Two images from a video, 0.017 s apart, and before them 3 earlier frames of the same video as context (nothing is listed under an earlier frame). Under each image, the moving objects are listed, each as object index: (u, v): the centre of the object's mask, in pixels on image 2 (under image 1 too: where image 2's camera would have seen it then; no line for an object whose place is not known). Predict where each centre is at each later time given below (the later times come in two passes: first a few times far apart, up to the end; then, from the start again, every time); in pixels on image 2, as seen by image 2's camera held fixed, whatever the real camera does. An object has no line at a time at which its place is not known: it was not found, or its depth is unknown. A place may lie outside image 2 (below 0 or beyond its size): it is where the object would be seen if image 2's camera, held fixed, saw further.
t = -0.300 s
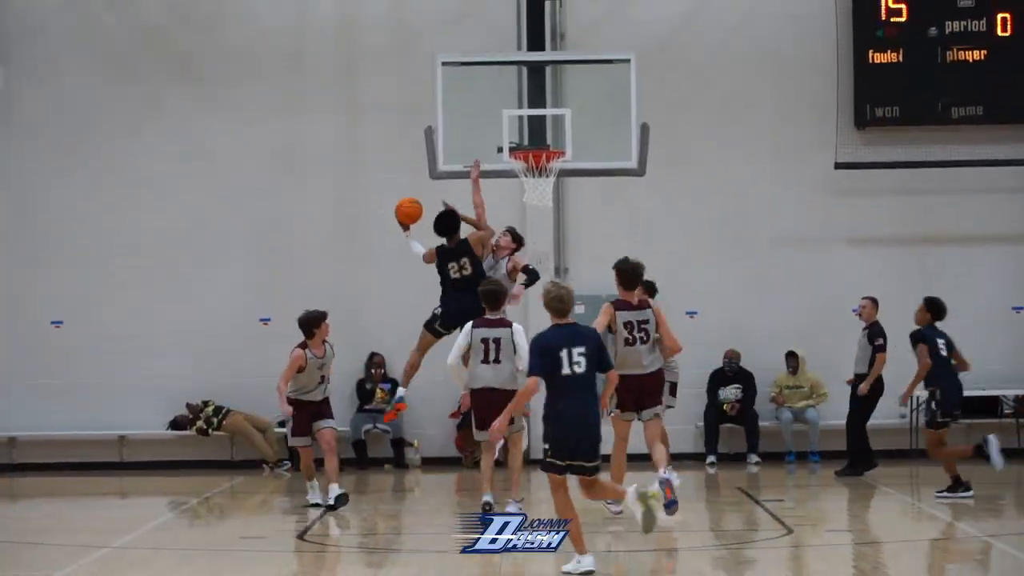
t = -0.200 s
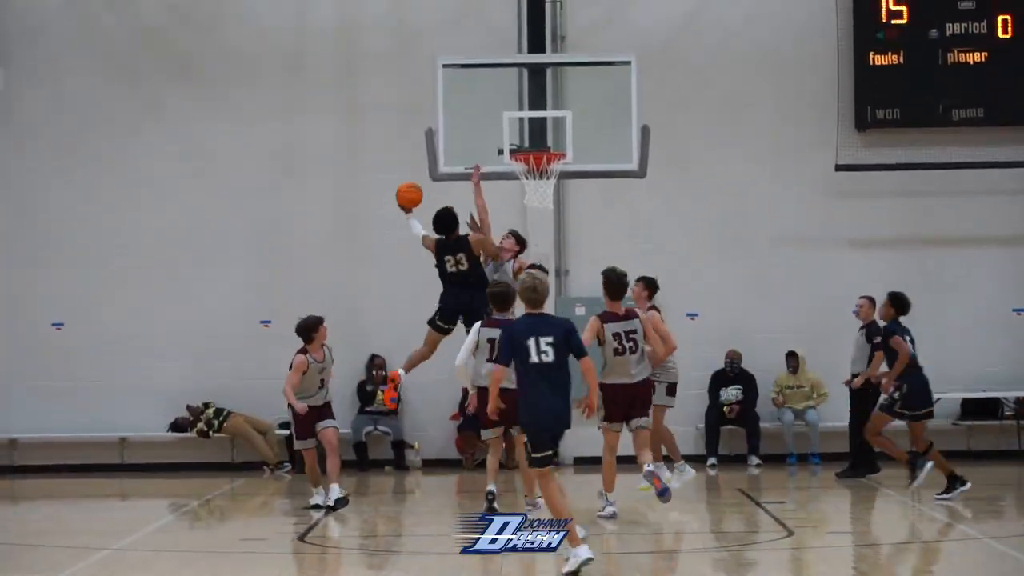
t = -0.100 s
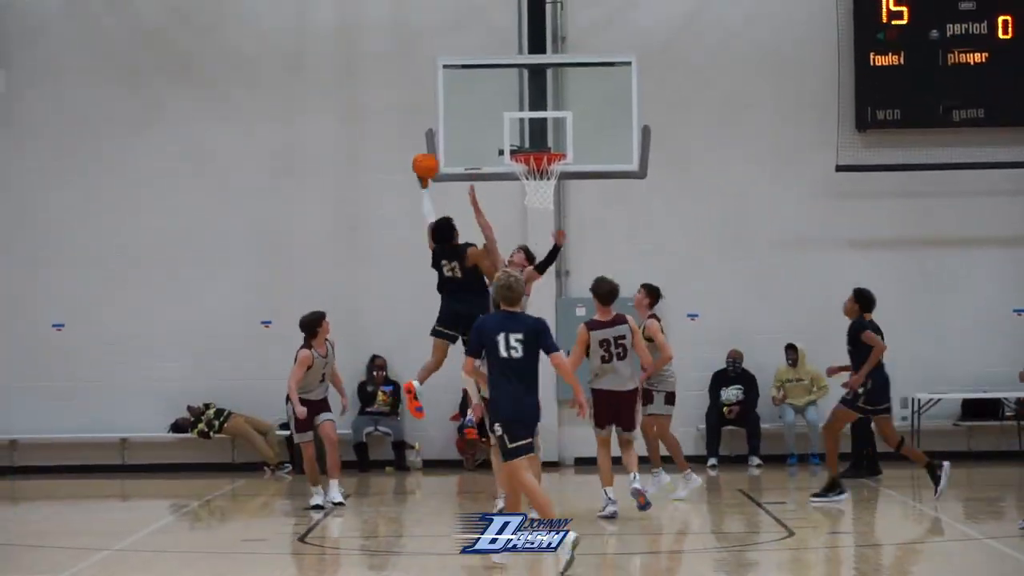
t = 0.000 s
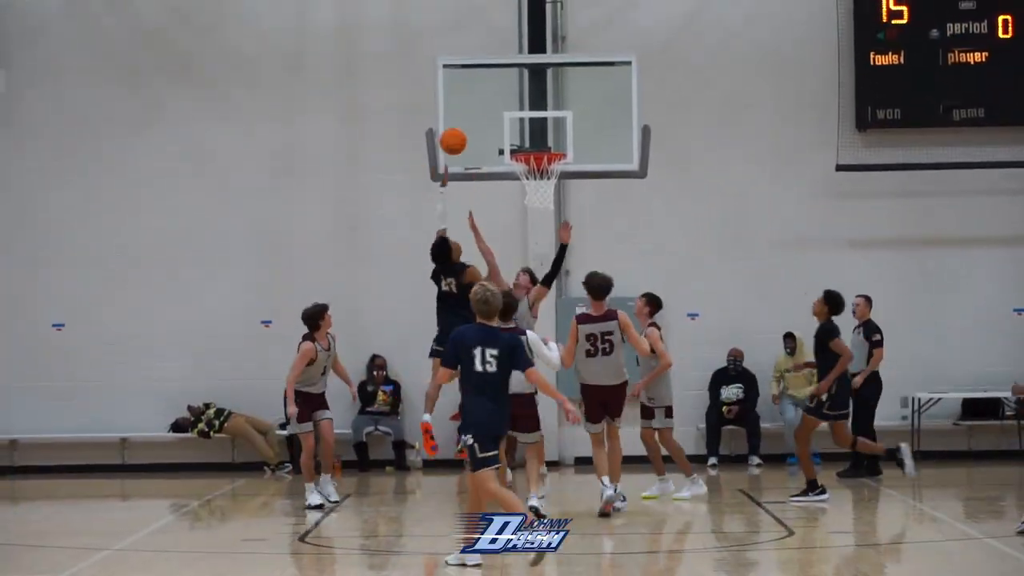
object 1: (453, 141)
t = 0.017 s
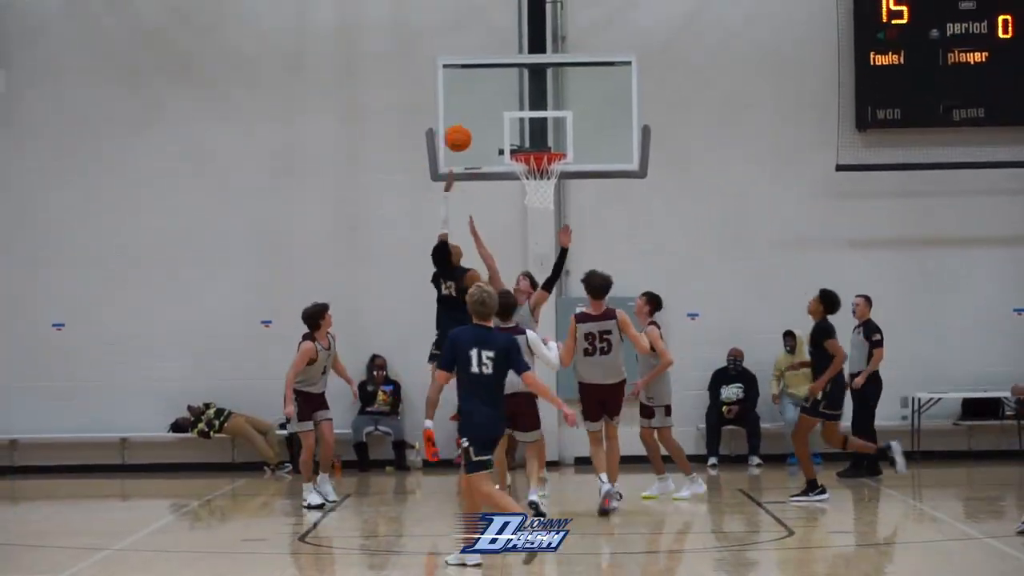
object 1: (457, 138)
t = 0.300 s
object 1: (527, 131)
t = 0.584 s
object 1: (544, 144)
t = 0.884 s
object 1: (521, 141)
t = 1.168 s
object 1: (530, 139)
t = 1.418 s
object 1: (538, 139)
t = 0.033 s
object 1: (462, 136)
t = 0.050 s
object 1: (467, 134)
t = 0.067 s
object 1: (471, 131)
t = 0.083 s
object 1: (476, 130)
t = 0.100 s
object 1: (481, 129)
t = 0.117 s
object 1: (485, 128)
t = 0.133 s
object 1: (490, 127)
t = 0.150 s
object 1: (495, 127)
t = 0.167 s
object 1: (500, 126)
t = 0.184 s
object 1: (504, 127)
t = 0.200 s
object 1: (509, 127)
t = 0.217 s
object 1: (513, 128)
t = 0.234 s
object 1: (517, 129)
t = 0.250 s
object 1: (520, 129)
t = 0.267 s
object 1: (522, 129)
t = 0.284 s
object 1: (525, 131)
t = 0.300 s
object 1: (527, 131)
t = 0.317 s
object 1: (530, 133)
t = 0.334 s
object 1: (533, 135)
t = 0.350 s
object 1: (535, 137)
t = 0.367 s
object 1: (538, 138)
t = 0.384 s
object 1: (540, 141)
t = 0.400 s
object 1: (542, 143)
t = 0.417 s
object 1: (543, 143)
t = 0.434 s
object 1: (545, 142)
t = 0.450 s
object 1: (546, 142)
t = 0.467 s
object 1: (547, 142)
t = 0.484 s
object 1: (548, 143)
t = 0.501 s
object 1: (550, 143)
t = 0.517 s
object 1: (551, 144)
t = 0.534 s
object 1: (551, 144)
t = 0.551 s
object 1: (549, 144)
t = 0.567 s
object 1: (546, 144)
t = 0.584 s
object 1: (544, 144)
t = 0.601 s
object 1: (541, 143)
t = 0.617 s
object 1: (538, 144)
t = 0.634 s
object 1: (535, 144)
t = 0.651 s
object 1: (533, 144)
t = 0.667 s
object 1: (531, 144)
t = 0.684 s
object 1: (529, 143)
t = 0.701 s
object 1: (527, 143)
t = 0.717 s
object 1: (525, 143)
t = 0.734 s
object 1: (523, 143)
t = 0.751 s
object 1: (522, 143)
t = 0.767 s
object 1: (522, 142)
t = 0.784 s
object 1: (521, 142)
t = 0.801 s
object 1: (521, 141)
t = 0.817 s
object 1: (521, 142)
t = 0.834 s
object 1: (521, 142)
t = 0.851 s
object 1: (520, 142)
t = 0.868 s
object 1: (521, 141)
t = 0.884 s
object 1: (521, 141)
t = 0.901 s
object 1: (521, 140)
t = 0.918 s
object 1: (521, 141)
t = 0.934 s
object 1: (521, 141)
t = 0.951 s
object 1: (522, 141)
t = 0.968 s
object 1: (523, 141)
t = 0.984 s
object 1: (523, 141)
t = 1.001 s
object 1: (523, 141)
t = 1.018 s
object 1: (524, 141)
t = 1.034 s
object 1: (525, 141)
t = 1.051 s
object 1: (526, 140)
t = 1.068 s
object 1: (526, 140)
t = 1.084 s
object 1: (527, 140)
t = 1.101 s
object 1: (527, 140)
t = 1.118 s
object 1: (528, 140)
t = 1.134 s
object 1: (529, 140)
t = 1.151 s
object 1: (530, 139)
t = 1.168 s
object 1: (530, 139)
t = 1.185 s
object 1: (530, 140)
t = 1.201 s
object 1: (531, 140)
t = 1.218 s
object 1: (532, 139)
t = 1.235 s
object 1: (533, 140)
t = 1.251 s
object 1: (533, 139)
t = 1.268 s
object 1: (534, 139)
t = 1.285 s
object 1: (534, 139)
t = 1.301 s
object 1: (534, 139)
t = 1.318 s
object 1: (535, 139)
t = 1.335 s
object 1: (536, 139)
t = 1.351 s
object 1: (537, 139)
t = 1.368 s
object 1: (537, 139)
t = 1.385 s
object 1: (537, 138)
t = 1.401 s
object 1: (537, 139)
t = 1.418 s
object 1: (538, 139)
